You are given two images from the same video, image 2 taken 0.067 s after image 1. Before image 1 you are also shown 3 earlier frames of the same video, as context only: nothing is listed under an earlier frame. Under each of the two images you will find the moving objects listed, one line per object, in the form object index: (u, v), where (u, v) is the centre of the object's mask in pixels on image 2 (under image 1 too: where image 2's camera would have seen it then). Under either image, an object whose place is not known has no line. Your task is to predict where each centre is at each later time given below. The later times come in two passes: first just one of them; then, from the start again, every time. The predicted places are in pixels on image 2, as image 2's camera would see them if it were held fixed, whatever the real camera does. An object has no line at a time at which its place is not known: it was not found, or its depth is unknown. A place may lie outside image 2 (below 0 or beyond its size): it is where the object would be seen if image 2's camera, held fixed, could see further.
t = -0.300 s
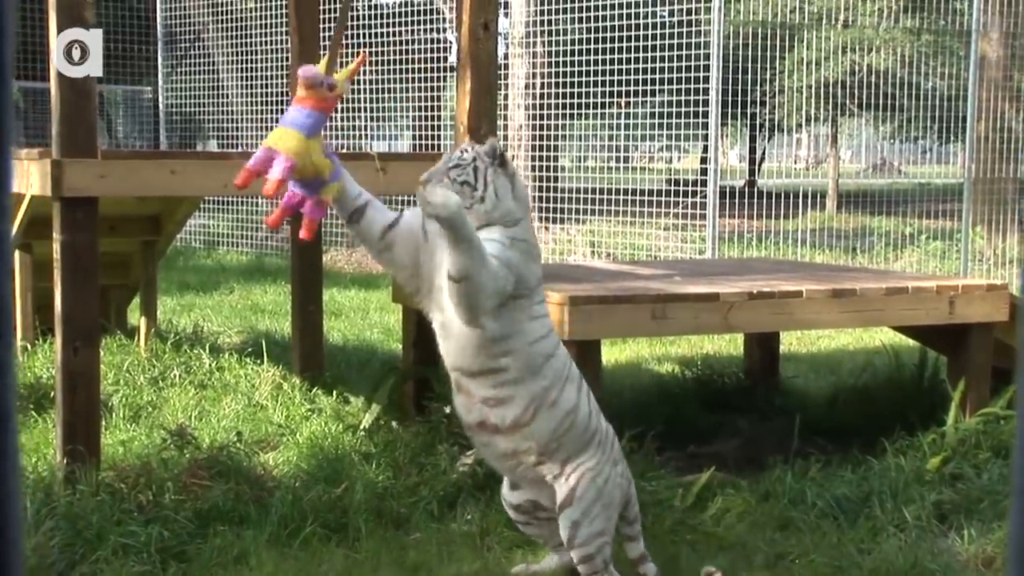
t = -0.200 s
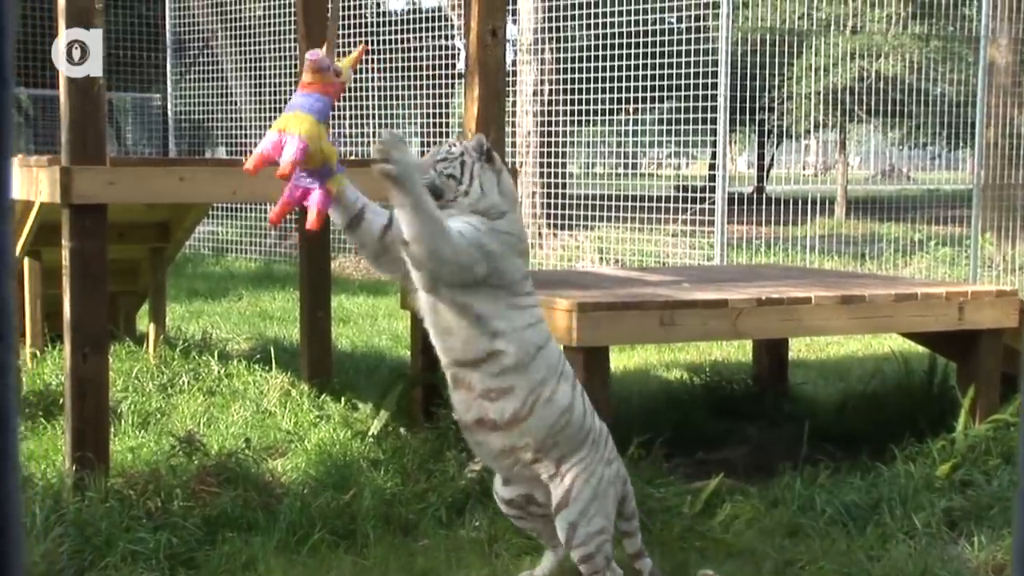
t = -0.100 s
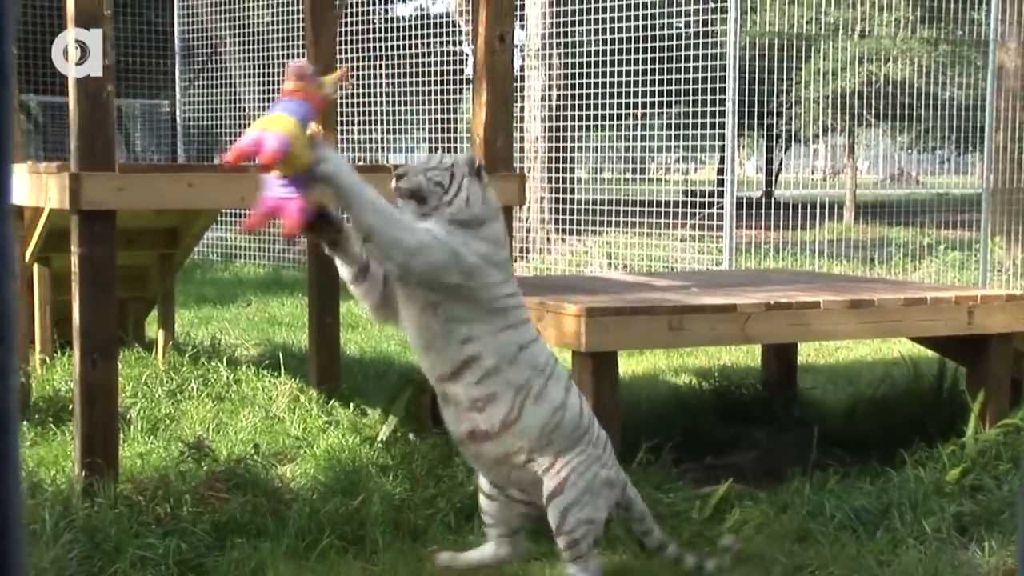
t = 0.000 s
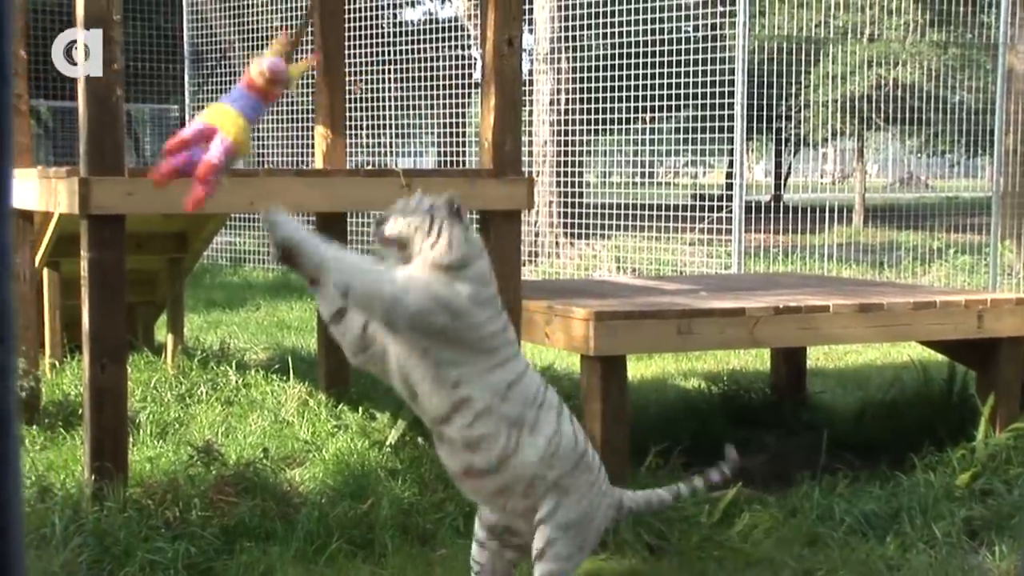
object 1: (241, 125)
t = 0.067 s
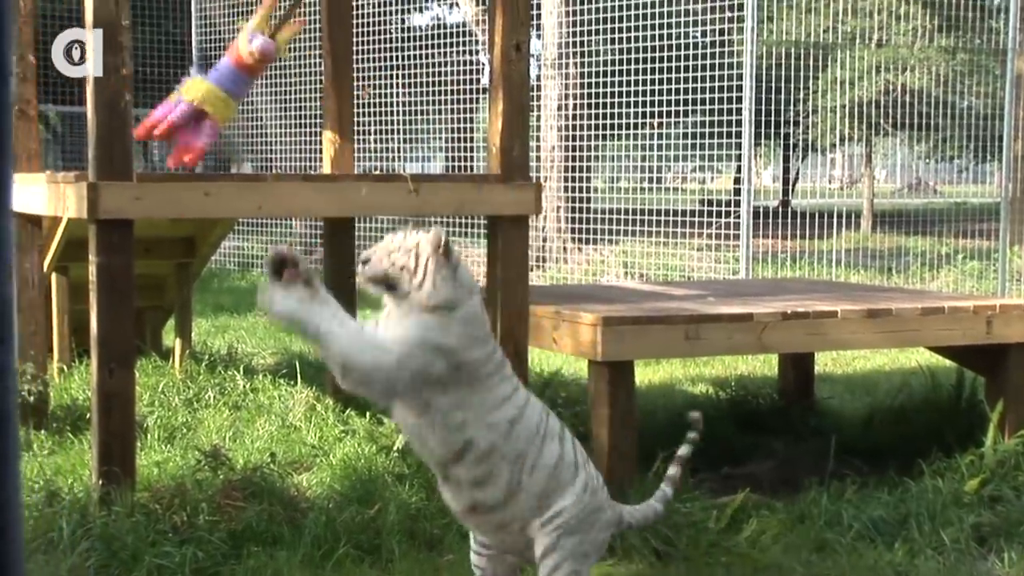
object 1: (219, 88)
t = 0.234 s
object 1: (169, 57)
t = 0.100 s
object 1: (206, 79)
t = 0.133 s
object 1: (195, 69)
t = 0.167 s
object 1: (187, 63)
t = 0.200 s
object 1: (177, 58)
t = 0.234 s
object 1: (169, 57)
